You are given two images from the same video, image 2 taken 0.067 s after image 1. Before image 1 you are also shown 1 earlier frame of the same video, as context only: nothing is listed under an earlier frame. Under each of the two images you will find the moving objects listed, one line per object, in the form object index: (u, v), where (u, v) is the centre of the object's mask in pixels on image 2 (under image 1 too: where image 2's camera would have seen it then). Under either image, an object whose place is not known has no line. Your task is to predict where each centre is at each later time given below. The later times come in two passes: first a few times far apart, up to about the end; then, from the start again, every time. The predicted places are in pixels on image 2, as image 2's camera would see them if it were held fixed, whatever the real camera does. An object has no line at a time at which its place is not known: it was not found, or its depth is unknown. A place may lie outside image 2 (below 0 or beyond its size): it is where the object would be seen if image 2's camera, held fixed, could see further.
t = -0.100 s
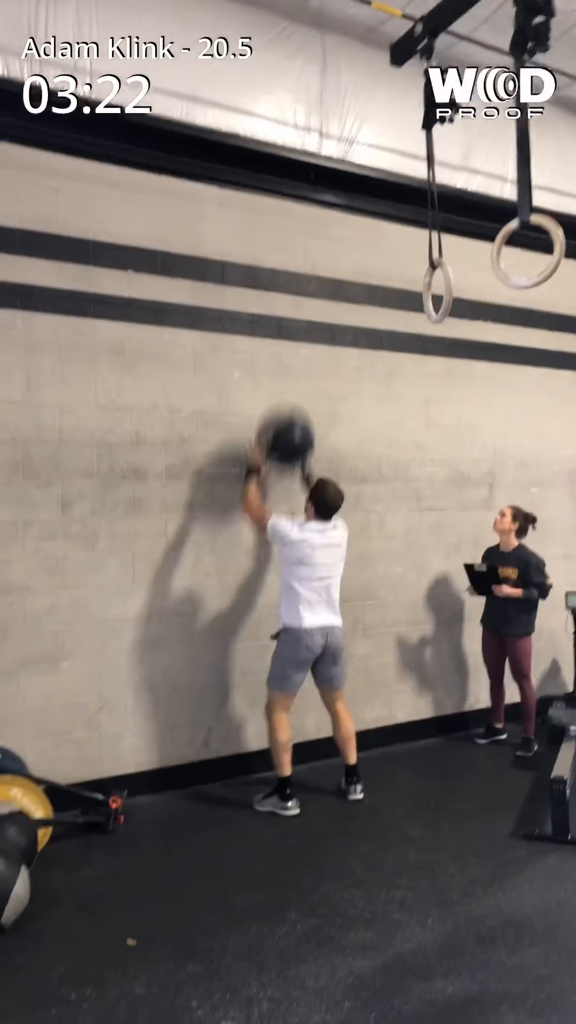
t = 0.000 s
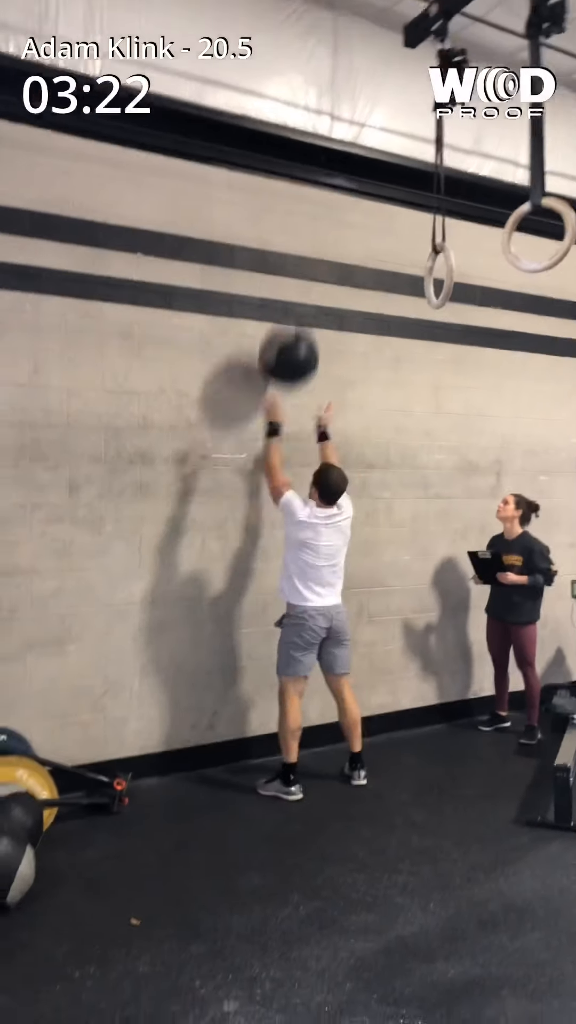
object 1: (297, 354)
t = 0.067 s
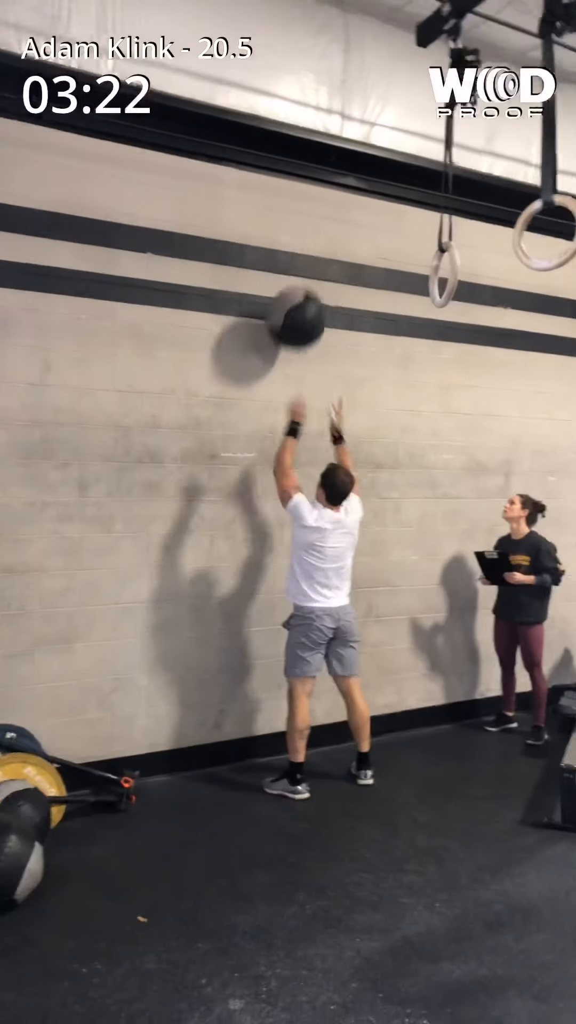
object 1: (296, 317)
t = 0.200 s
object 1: (290, 258)
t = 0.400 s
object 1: (288, 245)
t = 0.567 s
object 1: (292, 282)
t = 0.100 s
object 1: (295, 302)
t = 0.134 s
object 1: (293, 288)
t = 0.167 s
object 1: (293, 276)
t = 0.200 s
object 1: (290, 258)
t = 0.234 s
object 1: (289, 251)
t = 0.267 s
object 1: (289, 246)
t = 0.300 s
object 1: (288, 245)
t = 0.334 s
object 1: (286, 244)
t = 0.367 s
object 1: (287, 244)
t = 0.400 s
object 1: (288, 245)
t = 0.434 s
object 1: (289, 249)
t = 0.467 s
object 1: (289, 255)
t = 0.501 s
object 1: (290, 262)
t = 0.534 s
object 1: (291, 271)
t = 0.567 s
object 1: (292, 282)
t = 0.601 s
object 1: (292, 295)
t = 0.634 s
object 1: (294, 308)
